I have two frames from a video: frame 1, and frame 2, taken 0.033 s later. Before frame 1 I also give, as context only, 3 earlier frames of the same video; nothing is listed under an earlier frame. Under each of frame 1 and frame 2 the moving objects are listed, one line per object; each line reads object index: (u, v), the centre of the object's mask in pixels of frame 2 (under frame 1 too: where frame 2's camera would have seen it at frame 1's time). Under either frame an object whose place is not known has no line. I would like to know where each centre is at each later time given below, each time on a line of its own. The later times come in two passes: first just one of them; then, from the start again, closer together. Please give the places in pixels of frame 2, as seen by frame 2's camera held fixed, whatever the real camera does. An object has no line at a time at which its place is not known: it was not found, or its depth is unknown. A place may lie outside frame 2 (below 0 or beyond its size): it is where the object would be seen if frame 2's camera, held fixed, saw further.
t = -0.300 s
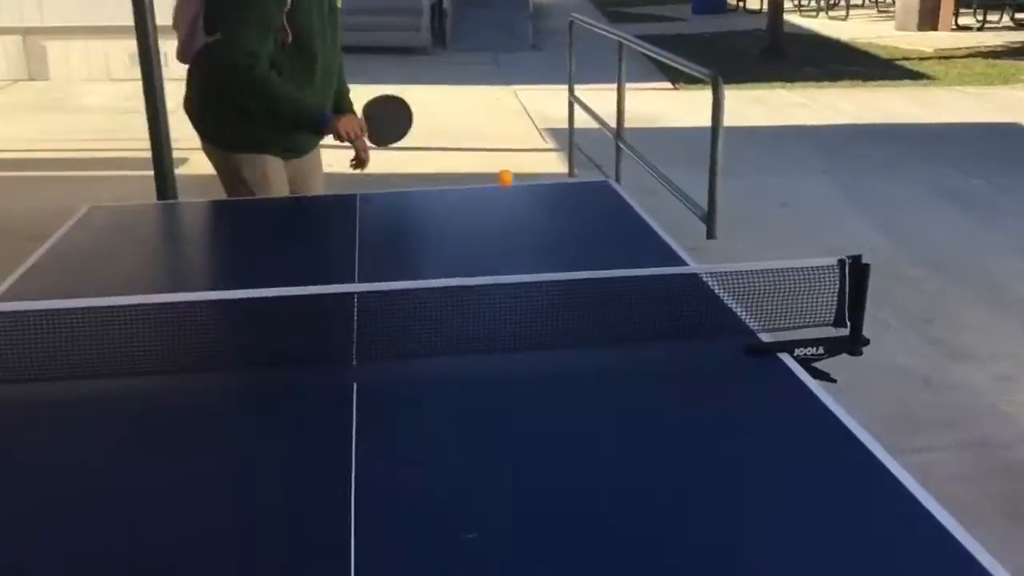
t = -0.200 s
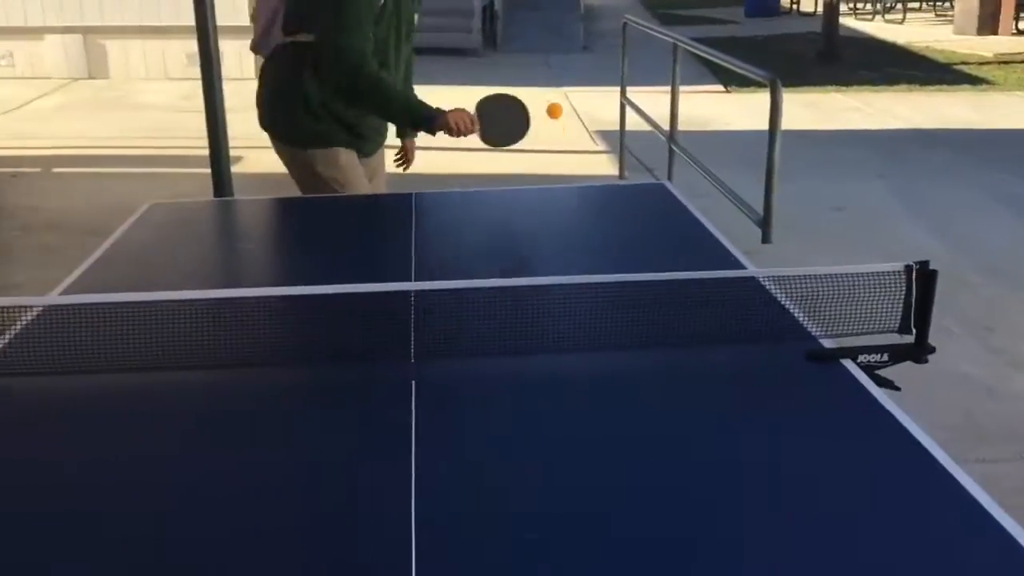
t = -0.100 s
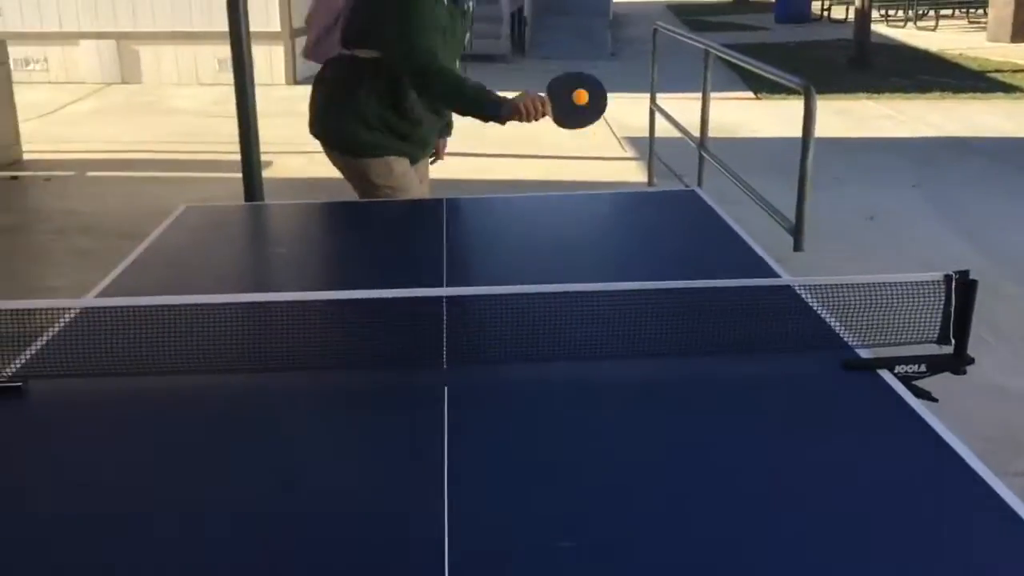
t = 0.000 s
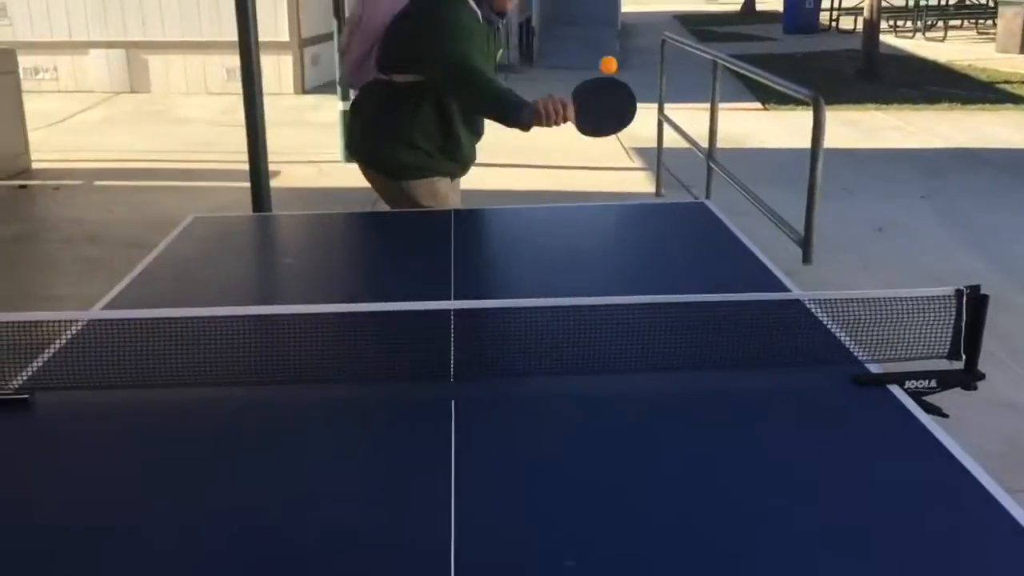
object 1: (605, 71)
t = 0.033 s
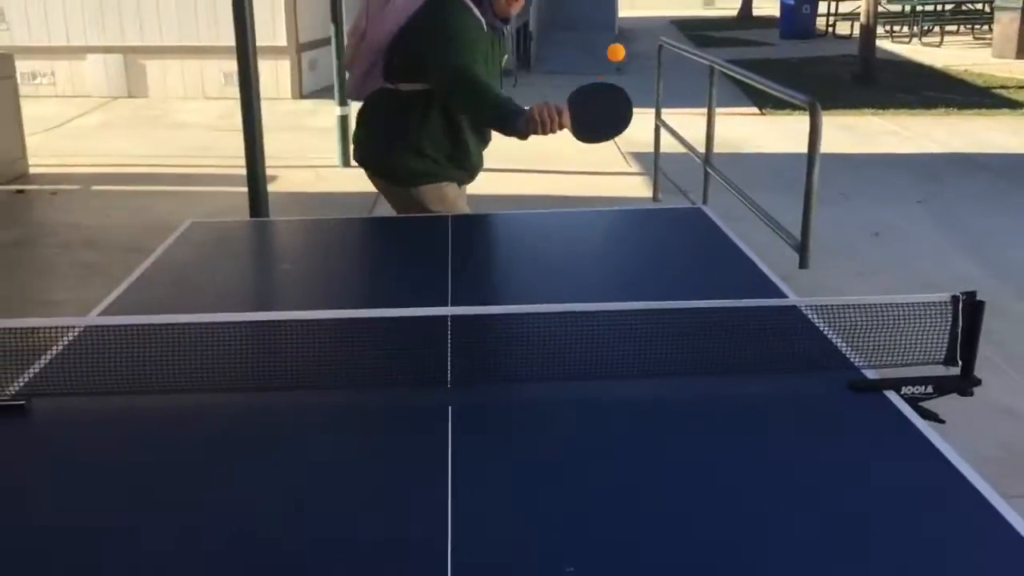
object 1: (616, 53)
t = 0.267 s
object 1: (709, 62)
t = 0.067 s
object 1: (627, 39)
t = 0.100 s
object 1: (638, 29)
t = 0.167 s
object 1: (664, 23)
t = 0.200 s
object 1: (676, 31)
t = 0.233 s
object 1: (692, 41)
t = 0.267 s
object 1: (709, 62)
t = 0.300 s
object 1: (726, 93)
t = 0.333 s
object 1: (741, 137)
